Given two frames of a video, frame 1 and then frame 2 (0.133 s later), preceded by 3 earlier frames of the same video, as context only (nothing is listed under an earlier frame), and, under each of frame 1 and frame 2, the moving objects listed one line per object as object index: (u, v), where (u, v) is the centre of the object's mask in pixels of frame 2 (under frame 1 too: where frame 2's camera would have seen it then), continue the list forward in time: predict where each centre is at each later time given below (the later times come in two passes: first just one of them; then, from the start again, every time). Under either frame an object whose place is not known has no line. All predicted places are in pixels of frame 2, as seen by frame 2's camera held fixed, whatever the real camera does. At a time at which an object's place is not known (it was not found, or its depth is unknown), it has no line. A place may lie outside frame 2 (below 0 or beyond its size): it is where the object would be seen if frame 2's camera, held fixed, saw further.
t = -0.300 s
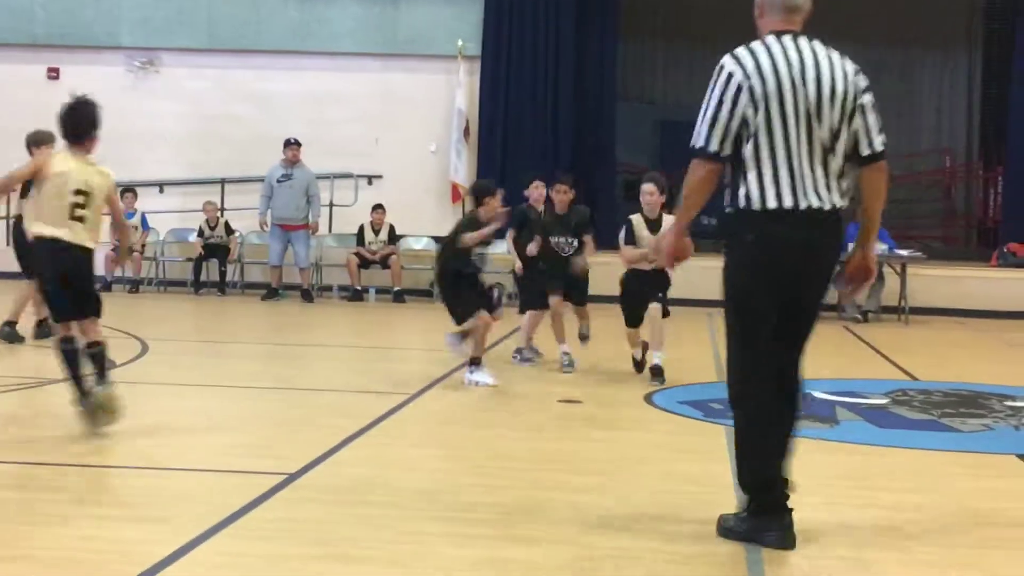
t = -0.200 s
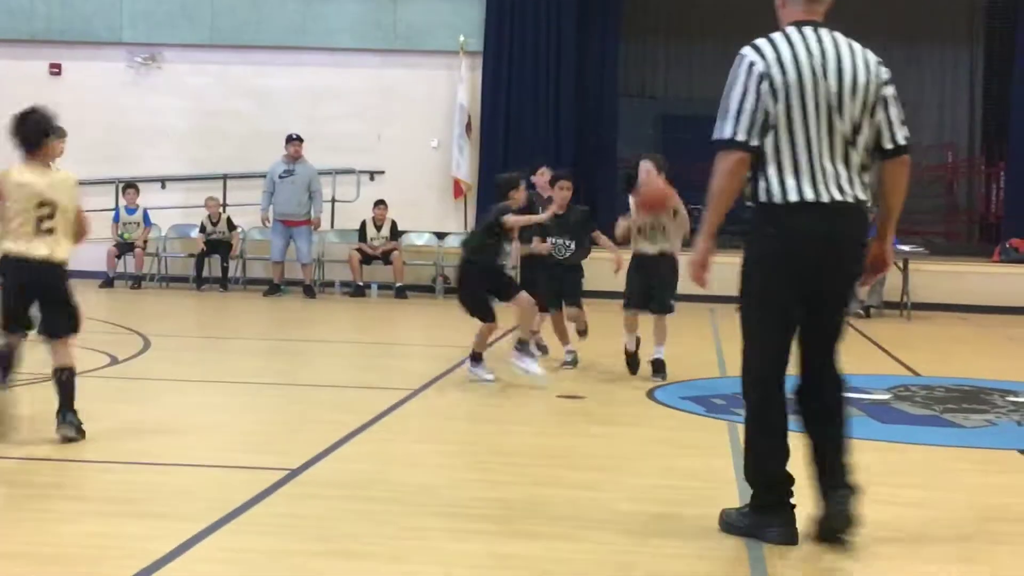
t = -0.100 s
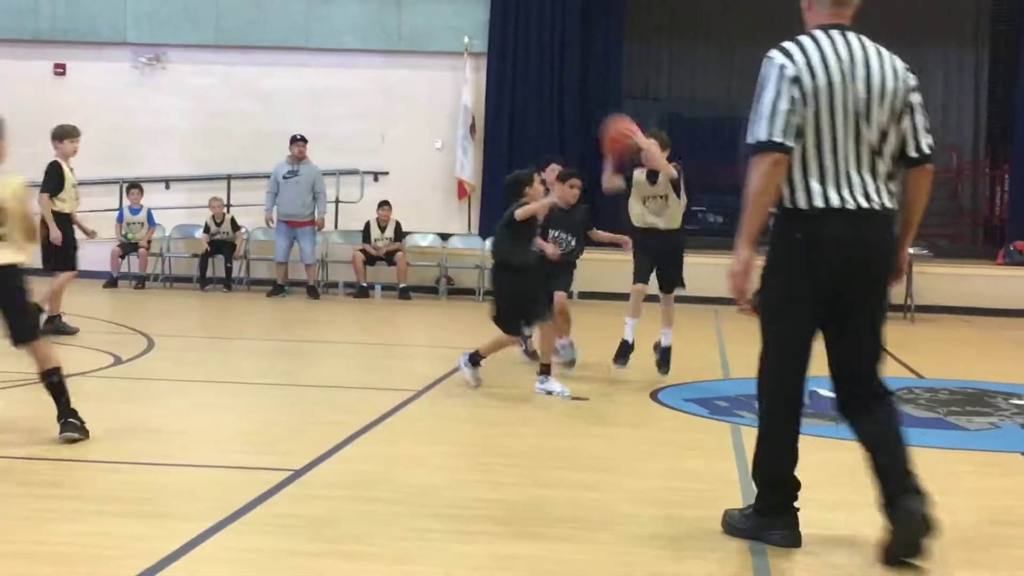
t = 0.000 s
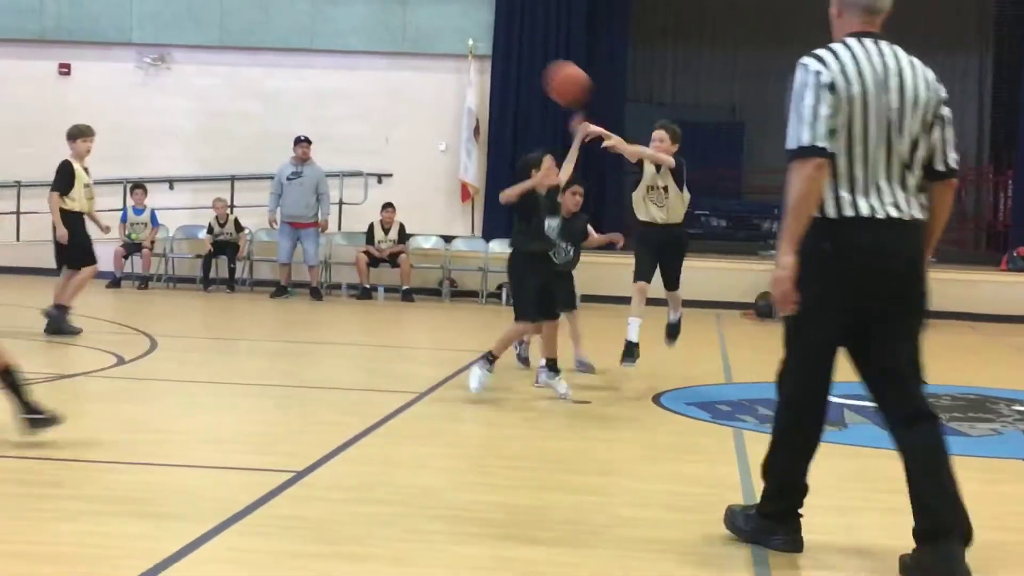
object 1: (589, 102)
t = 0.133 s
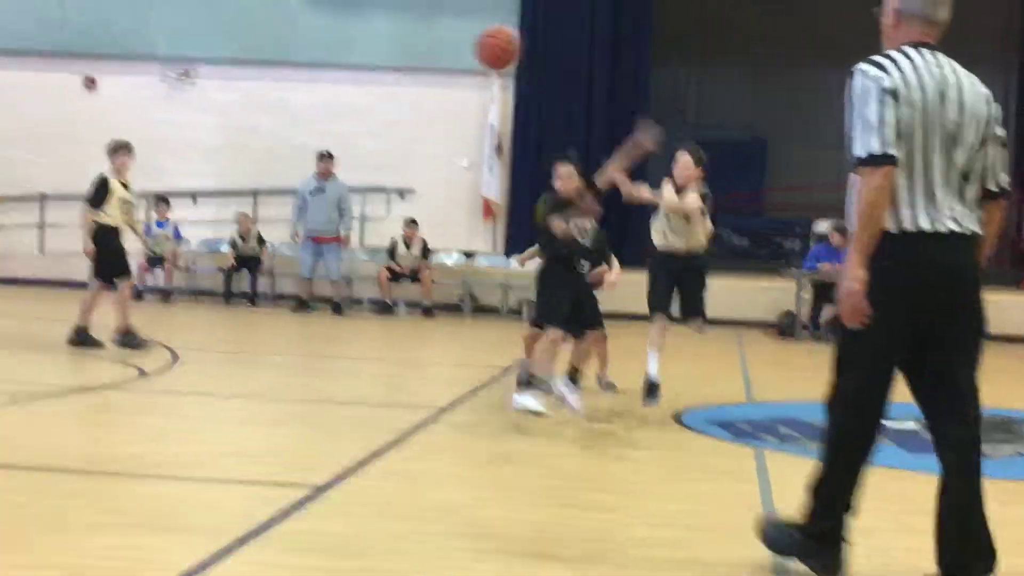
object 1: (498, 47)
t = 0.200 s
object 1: (450, 31)
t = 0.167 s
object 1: (473, 38)
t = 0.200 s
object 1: (450, 31)
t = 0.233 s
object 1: (425, 25)
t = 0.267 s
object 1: (398, 19)
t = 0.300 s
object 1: (369, 17)
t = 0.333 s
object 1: (340, 17)
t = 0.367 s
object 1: (308, 18)
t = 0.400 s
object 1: (275, 22)
